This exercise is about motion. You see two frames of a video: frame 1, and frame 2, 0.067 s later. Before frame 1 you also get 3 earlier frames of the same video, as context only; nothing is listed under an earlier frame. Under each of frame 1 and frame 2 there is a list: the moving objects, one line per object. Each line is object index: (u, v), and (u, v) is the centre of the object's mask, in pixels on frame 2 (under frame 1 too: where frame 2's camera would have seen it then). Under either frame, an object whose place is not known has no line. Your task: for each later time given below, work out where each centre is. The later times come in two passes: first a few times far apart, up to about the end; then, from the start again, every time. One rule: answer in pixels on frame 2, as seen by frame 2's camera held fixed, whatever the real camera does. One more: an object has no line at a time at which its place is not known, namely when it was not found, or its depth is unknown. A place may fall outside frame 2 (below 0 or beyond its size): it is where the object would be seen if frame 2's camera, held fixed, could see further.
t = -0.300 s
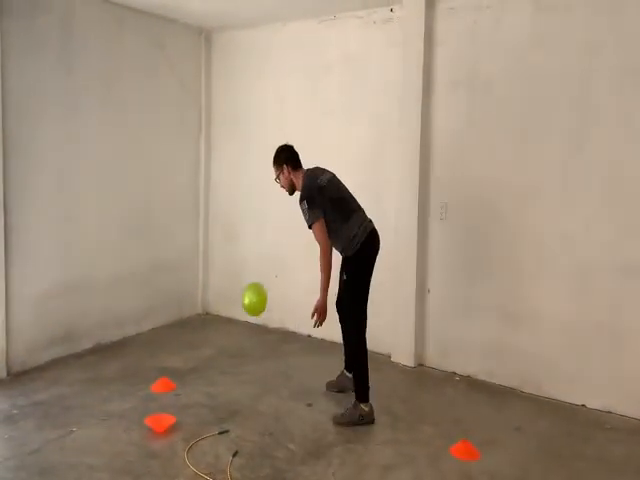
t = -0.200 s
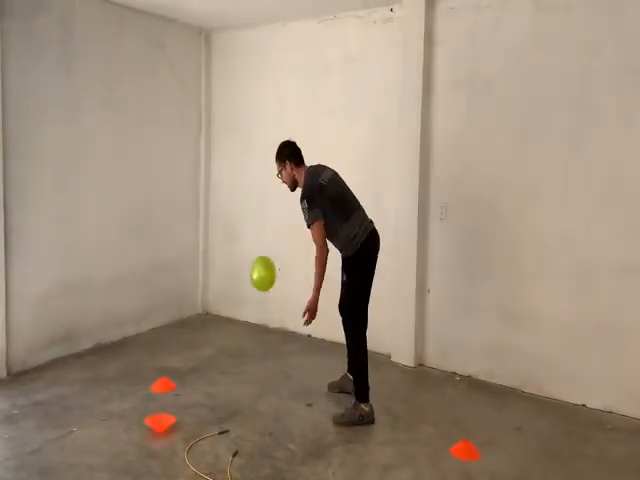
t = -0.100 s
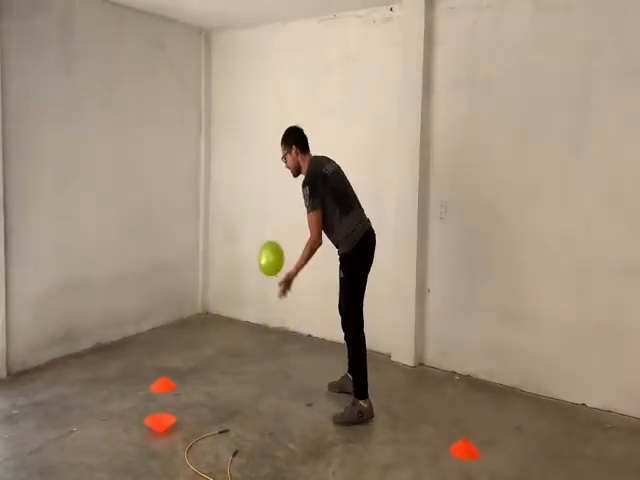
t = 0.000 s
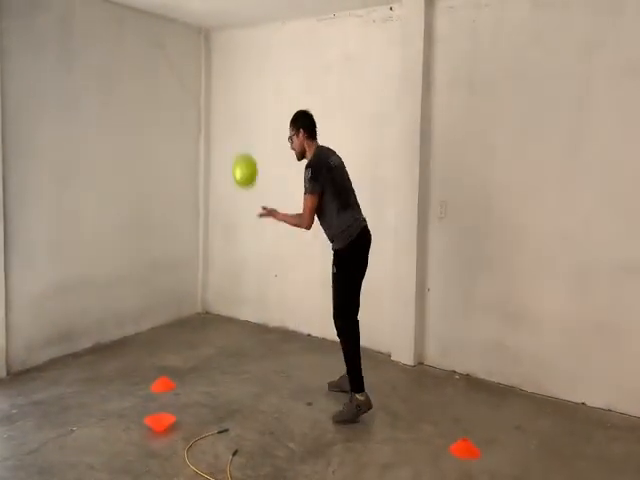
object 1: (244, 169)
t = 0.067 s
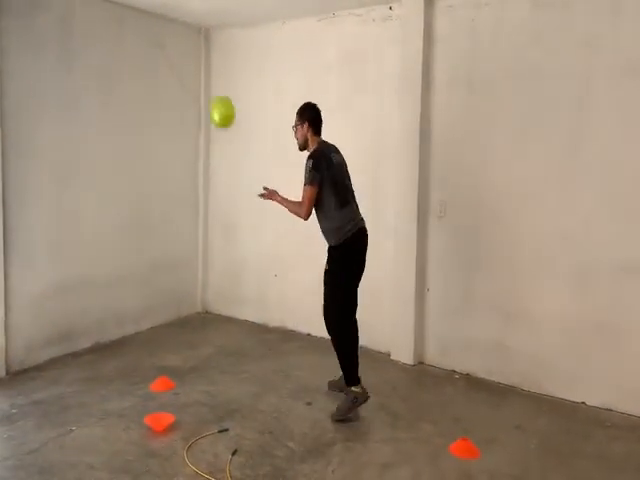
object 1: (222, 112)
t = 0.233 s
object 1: (179, 35)
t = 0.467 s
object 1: (140, 40)
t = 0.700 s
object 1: (164, 145)
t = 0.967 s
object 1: (192, 327)
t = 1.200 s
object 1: (191, 204)
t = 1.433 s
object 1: (186, 137)
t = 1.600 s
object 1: (183, 130)
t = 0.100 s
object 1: (212, 89)
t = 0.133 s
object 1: (203, 71)
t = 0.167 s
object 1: (194, 56)
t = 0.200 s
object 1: (187, 45)
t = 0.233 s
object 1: (179, 35)
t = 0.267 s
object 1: (171, 27)
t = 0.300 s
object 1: (164, 22)
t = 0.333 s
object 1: (157, 17)
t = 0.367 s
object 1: (151, 16)
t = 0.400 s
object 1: (146, 23)
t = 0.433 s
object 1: (144, 30)
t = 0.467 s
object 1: (140, 40)
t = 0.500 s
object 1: (139, 52)
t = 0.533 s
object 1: (144, 67)
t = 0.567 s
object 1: (148, 82)
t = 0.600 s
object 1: (151, 96)
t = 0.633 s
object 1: (155, 111)
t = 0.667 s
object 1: (159, 127)
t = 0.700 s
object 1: (164, 145)
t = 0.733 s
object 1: (169, 167)
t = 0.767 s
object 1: (172, 189)
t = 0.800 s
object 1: (175, 211)
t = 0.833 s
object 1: (178, 232)
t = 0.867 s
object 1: (181, 254)
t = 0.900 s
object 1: (185, 276)
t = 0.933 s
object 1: (189, 302)
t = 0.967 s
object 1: (192, 327)
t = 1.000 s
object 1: (194, 312)
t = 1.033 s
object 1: (194, 291)
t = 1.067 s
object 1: (194, 270)
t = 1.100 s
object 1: (193, 252)
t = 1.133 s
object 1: (193, 234)
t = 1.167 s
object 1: (192, 218)
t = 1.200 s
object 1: (191, 204)
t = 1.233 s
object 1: (191, 190)
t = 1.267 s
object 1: (190, 177)
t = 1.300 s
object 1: (190, 167)
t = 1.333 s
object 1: (189, 157)
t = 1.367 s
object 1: (188, 149)
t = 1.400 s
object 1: (187, 143)
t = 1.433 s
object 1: (186, 137)
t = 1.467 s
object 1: (185, 133)
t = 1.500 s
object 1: (184, 130)
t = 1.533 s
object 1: (184, 129)
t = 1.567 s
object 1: (183, 129)
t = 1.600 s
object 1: (183, 130)
